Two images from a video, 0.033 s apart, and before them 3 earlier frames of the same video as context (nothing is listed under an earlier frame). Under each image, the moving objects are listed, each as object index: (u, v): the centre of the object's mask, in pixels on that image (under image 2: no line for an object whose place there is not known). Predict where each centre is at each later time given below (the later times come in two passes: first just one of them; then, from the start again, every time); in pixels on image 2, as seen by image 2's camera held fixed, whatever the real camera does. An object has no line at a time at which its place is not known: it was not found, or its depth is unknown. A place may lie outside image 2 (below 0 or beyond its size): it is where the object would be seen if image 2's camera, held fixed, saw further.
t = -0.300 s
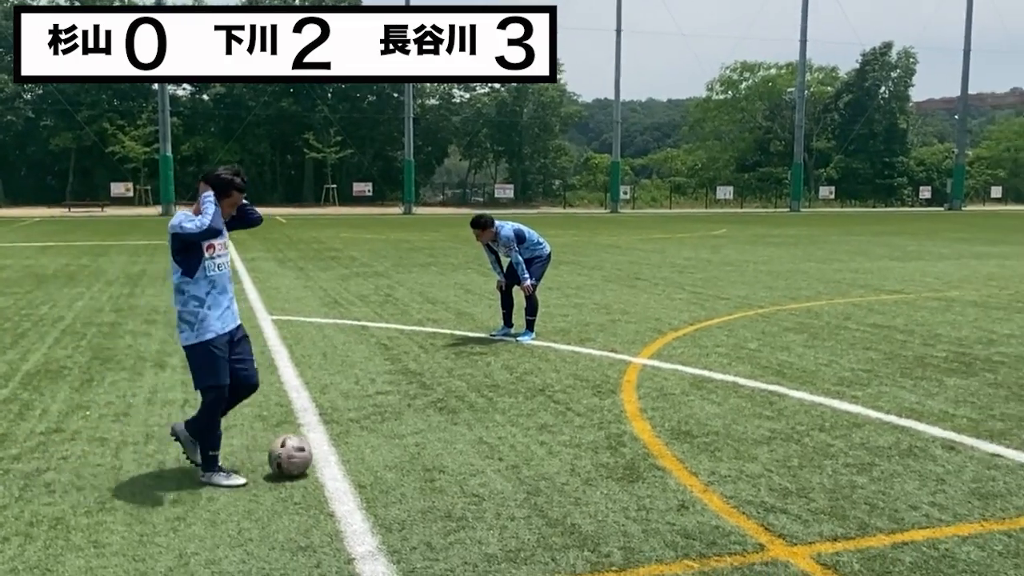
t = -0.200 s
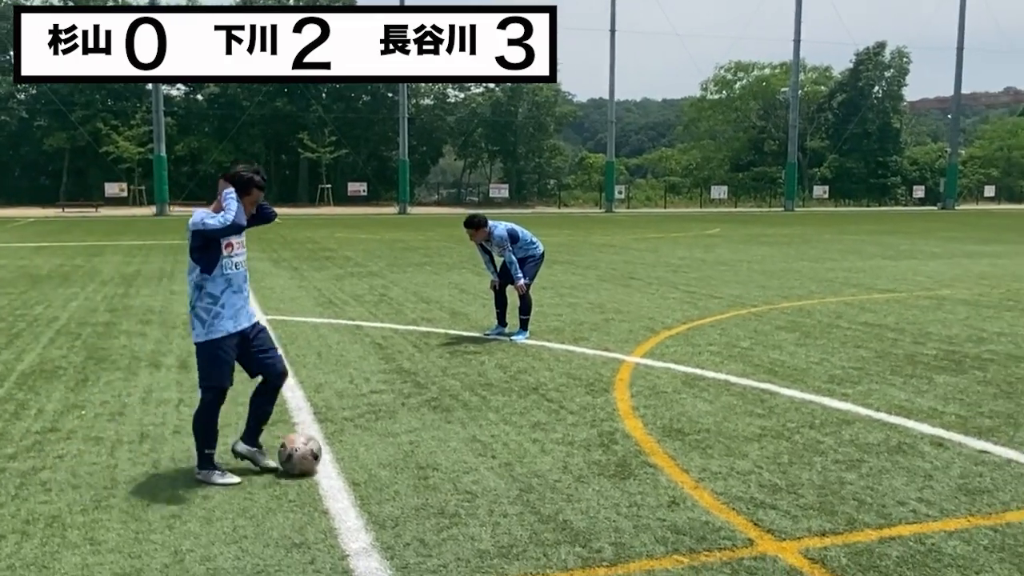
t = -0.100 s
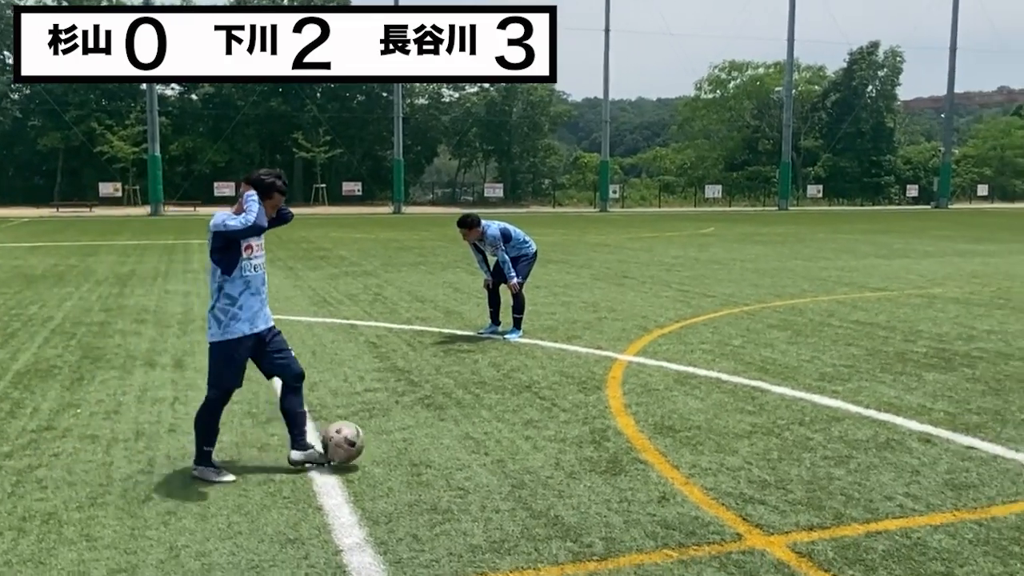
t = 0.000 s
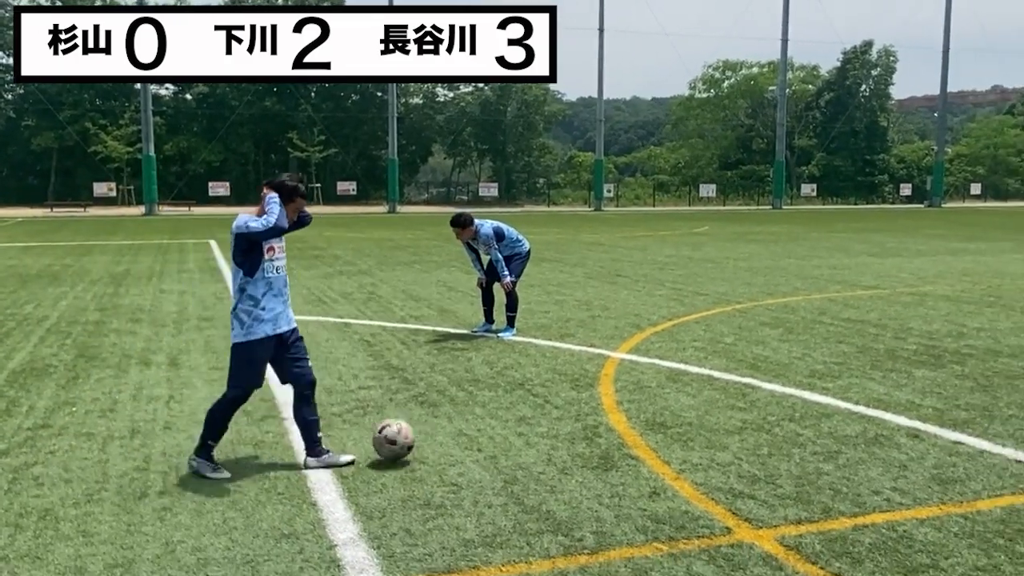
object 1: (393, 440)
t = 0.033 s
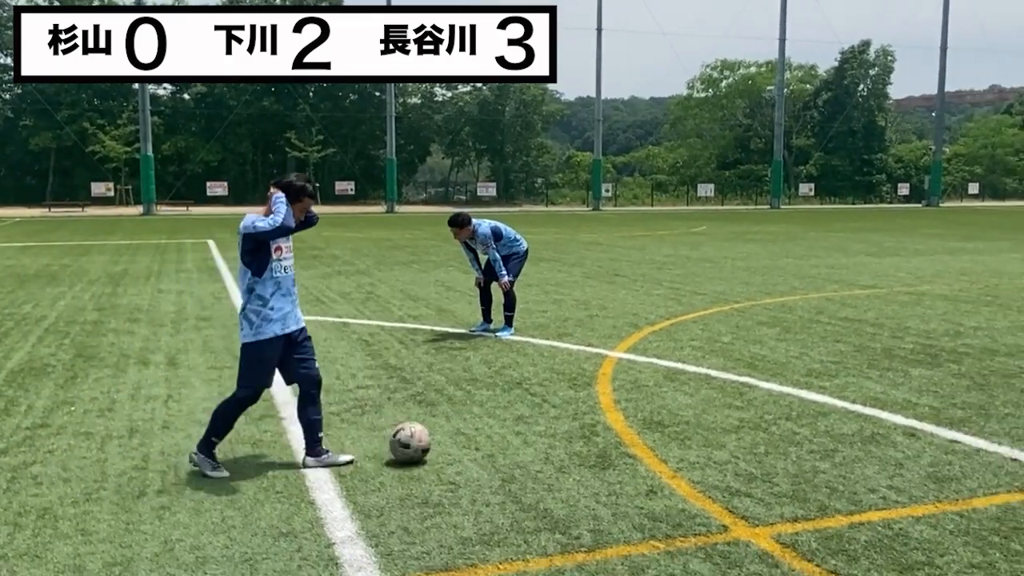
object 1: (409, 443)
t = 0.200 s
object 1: (462, 439)
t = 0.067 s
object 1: (423, 442)
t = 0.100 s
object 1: (433, 438)
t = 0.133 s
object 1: (443, 436)
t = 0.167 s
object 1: (452, 437)
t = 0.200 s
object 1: (462, 439)
